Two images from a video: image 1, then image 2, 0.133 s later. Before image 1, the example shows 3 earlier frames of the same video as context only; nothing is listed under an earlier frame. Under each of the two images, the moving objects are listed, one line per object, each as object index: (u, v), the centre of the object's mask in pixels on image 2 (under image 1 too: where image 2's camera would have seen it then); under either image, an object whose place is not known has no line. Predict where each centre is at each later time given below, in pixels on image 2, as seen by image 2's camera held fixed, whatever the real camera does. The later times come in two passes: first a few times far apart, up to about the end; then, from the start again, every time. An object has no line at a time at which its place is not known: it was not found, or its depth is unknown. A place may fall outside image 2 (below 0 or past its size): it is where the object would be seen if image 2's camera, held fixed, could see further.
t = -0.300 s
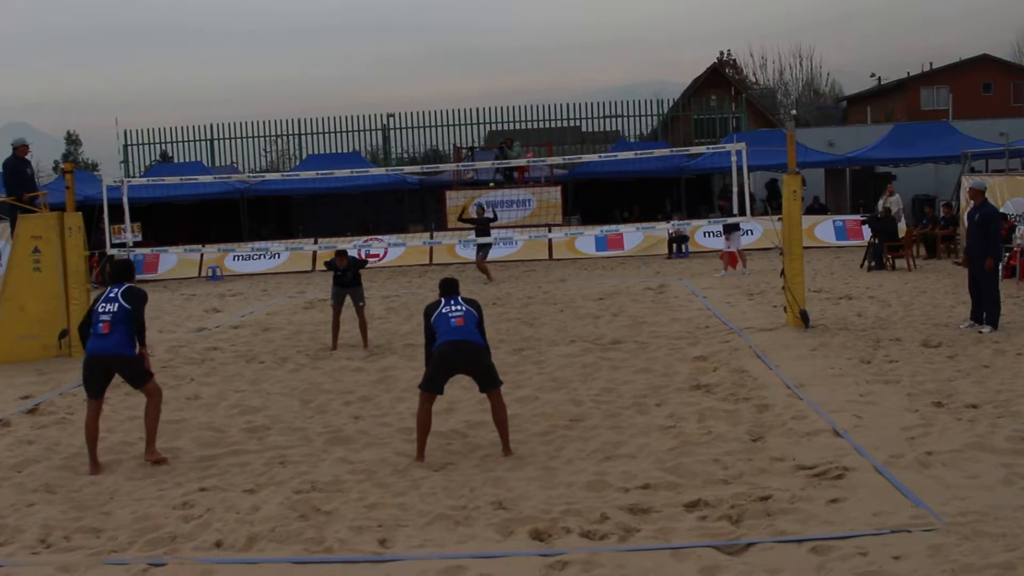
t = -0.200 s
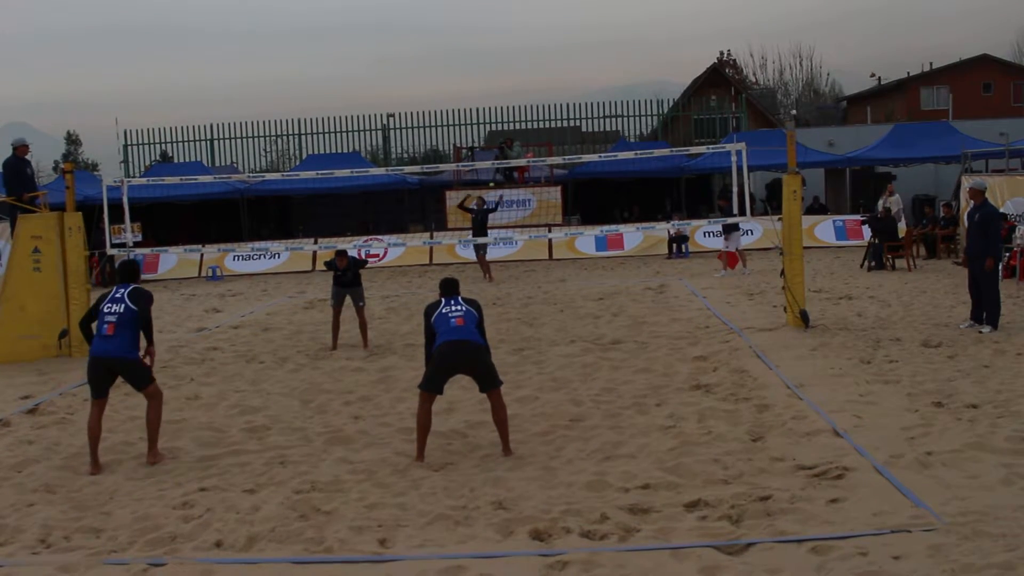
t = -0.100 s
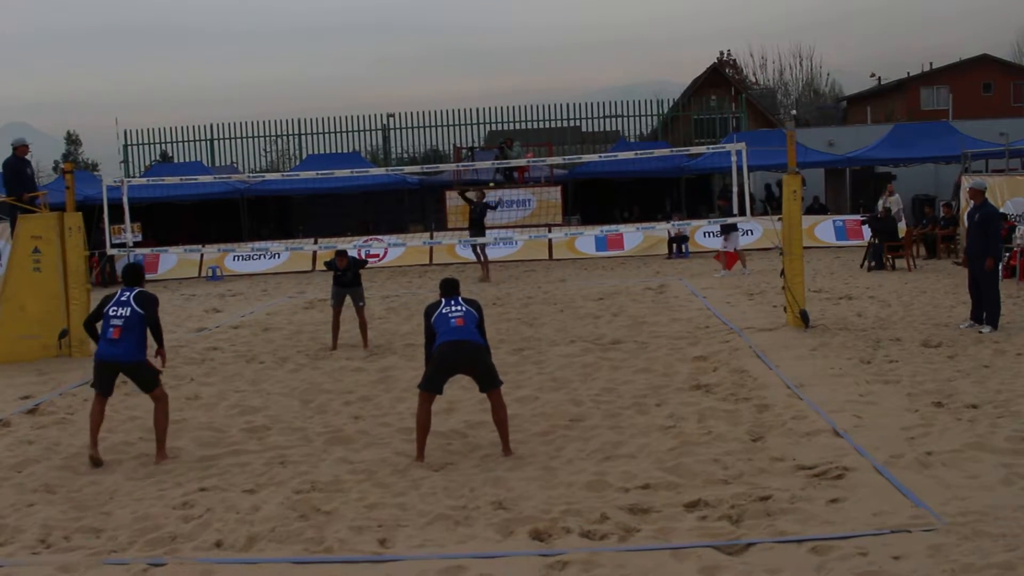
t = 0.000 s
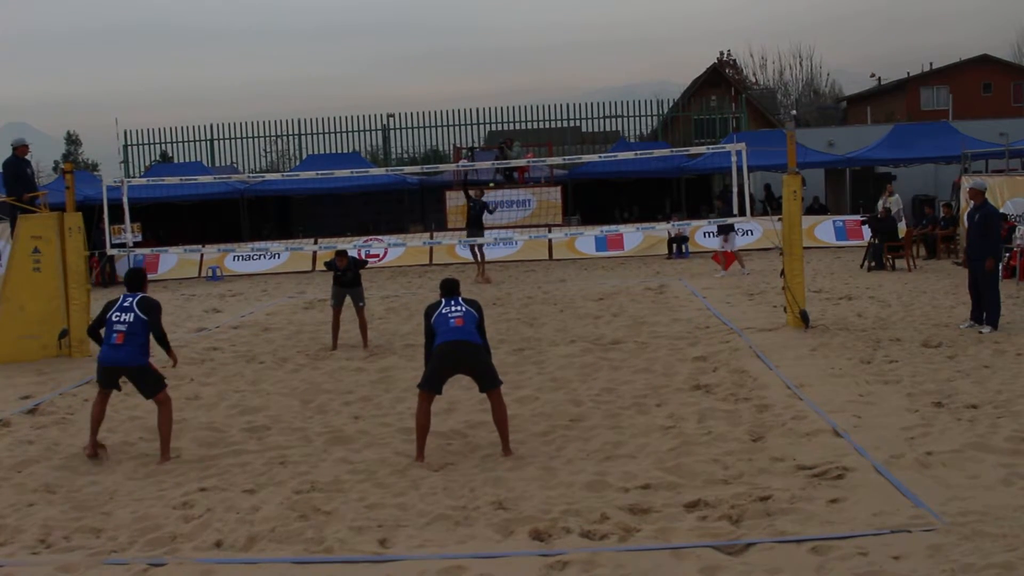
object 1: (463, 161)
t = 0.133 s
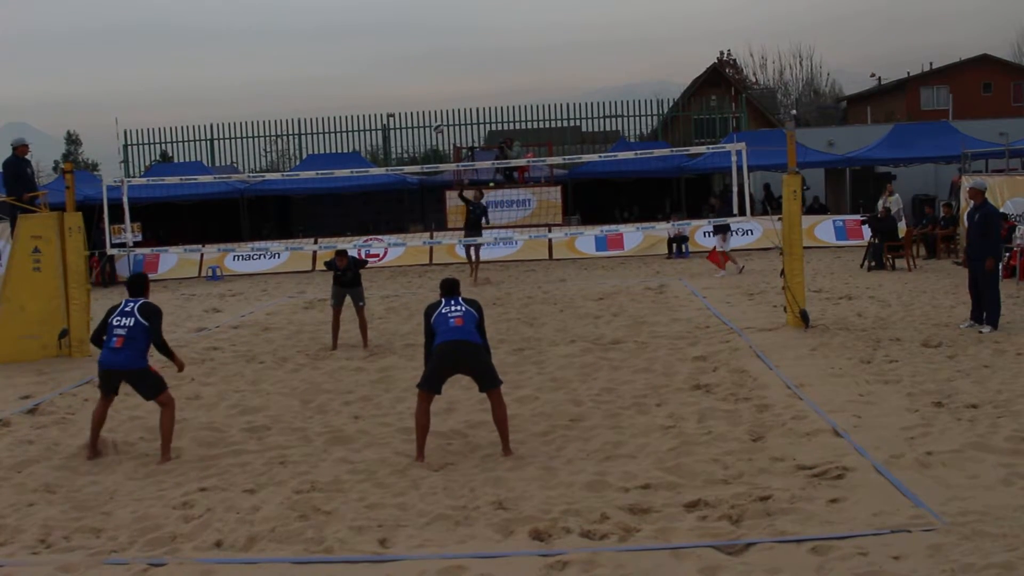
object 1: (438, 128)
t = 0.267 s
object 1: (411, 100)
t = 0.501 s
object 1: (357, 70)
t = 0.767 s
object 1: (288, 73)
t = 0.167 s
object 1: (431, 121)
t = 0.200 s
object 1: (425, 113)
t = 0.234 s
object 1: (418, 106)
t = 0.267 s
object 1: (411, 100)
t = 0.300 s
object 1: (403, 94)
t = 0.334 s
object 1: (396, 88)
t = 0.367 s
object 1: (389, 83)
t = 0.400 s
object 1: (381, 79)
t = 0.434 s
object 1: (373, 75)
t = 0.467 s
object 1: (365, 72)
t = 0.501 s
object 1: (357, 70)
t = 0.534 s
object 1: (349, 67)
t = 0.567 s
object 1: (341, 66)
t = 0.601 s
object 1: (332, 66)
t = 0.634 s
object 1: (324, 66)
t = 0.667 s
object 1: (315, 67)
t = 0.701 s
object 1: (306, 68)
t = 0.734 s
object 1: (297, 70)
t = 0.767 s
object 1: (288, 73)
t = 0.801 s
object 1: (279, 77)
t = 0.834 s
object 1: (270, 82)
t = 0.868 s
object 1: (260, 87)
